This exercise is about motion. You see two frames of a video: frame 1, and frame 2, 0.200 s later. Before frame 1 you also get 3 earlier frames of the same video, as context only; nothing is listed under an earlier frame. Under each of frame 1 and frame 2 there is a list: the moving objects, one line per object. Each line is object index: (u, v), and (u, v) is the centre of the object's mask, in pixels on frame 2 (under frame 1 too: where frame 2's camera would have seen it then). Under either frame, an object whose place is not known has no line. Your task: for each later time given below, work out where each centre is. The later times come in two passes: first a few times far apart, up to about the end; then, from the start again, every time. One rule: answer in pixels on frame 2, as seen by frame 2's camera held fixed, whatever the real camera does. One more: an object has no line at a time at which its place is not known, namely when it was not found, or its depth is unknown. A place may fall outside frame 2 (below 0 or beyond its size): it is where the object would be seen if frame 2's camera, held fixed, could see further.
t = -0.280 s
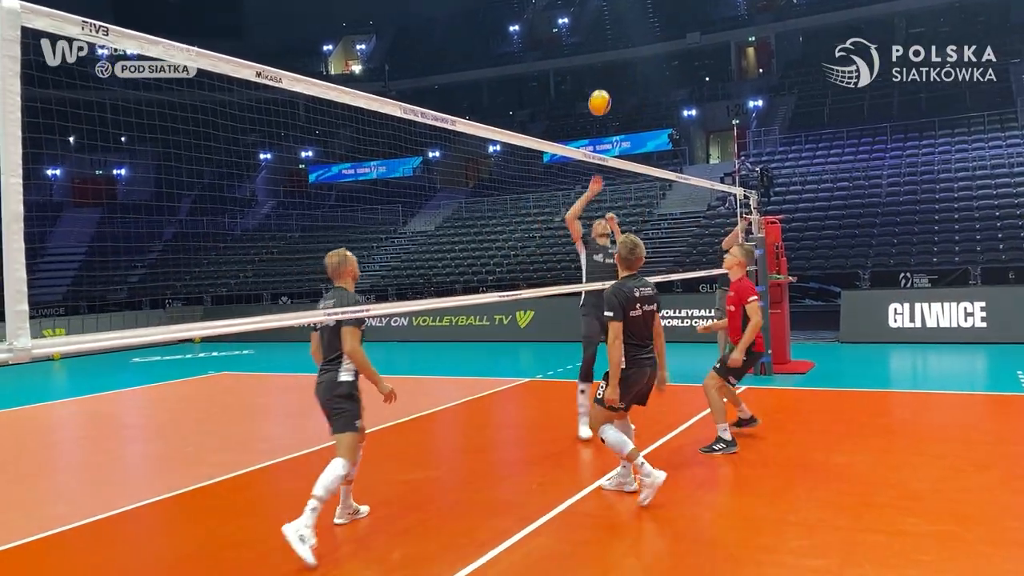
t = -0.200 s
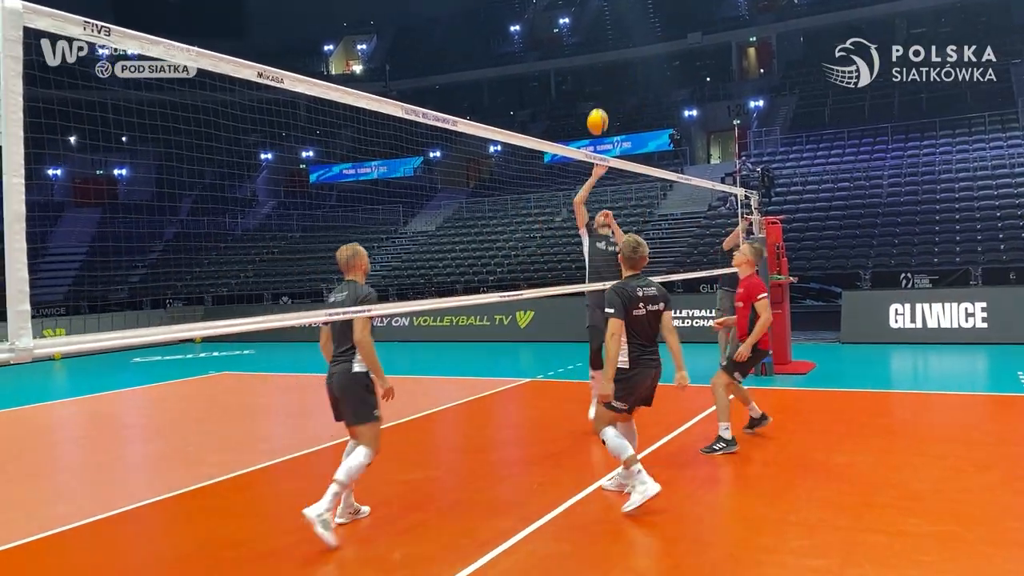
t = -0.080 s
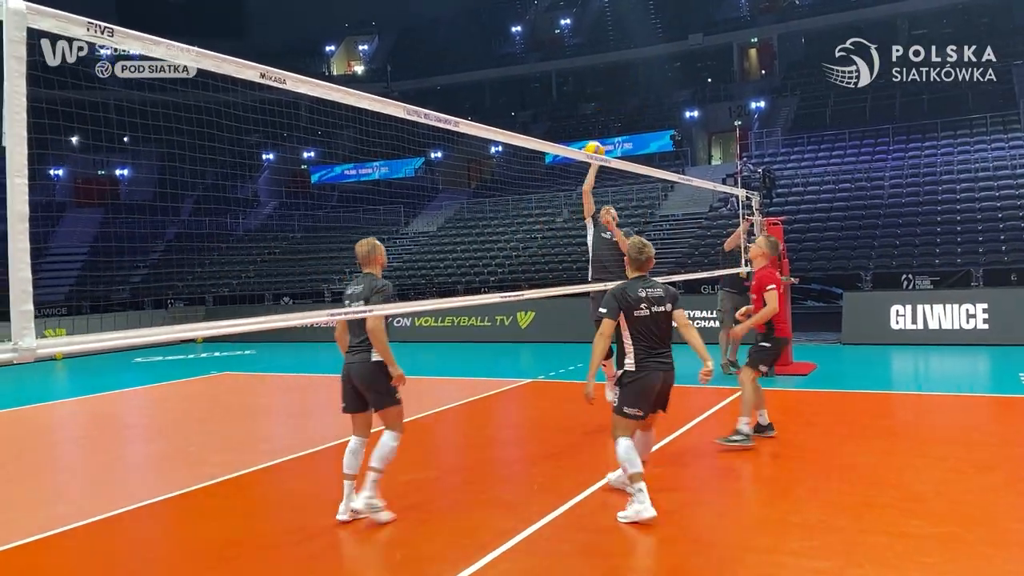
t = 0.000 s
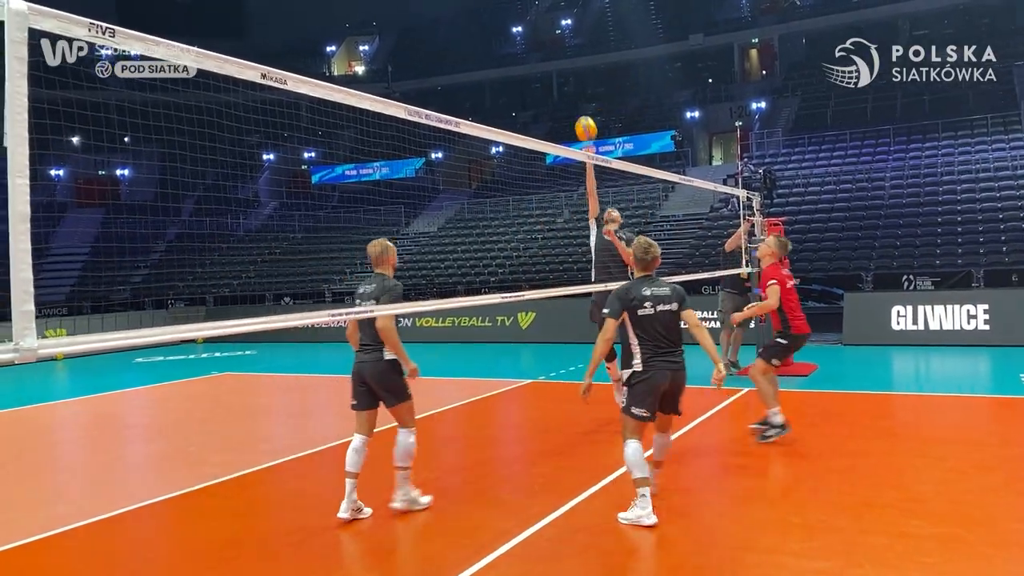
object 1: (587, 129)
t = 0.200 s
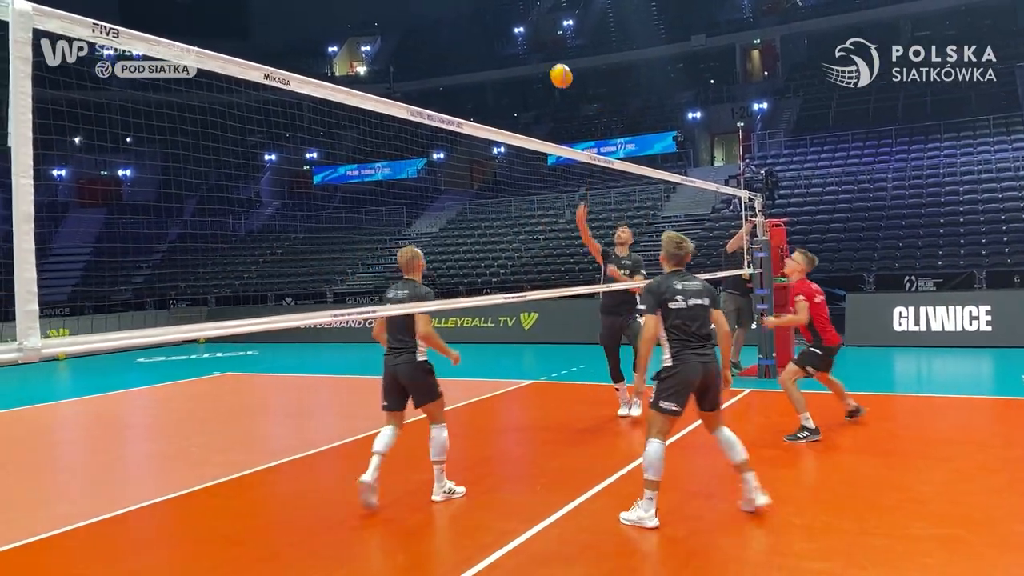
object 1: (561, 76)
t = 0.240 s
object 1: (556, 70)
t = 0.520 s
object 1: (518, 69)
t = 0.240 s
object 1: (556, 70)
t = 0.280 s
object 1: (550, 65)
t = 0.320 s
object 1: (545, 61)
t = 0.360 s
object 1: (540, 59)
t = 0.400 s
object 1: (534, 59)
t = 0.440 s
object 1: (529, 61)
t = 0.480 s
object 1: (524, 64)
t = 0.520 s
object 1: (518, 69)
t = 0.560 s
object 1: (513, 75)
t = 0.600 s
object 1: (507, 84)
